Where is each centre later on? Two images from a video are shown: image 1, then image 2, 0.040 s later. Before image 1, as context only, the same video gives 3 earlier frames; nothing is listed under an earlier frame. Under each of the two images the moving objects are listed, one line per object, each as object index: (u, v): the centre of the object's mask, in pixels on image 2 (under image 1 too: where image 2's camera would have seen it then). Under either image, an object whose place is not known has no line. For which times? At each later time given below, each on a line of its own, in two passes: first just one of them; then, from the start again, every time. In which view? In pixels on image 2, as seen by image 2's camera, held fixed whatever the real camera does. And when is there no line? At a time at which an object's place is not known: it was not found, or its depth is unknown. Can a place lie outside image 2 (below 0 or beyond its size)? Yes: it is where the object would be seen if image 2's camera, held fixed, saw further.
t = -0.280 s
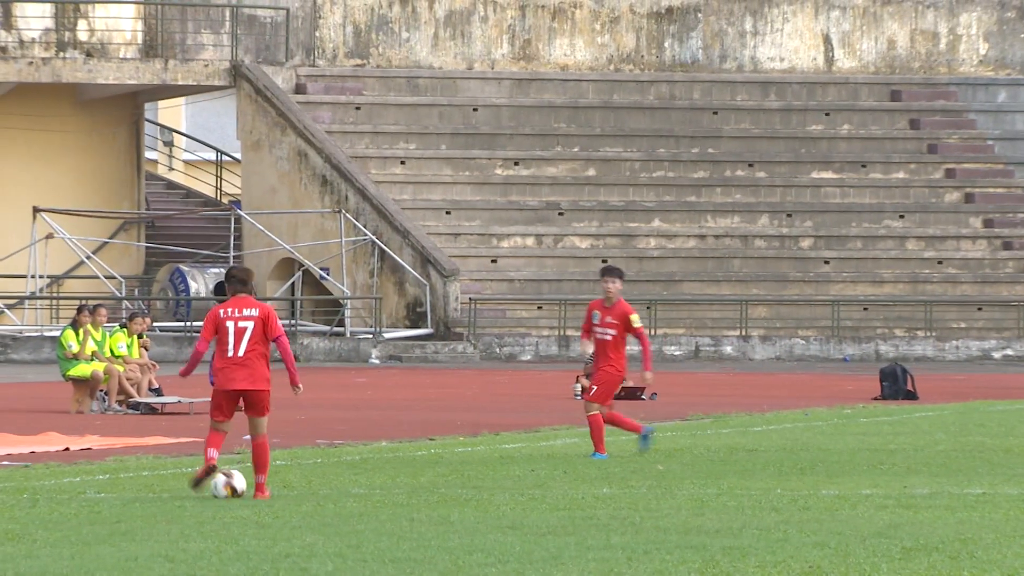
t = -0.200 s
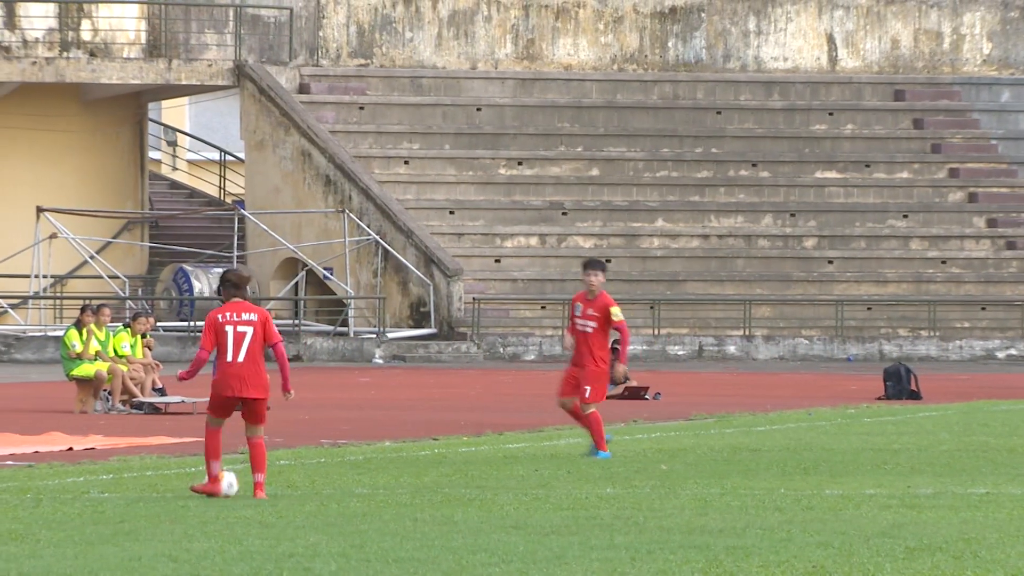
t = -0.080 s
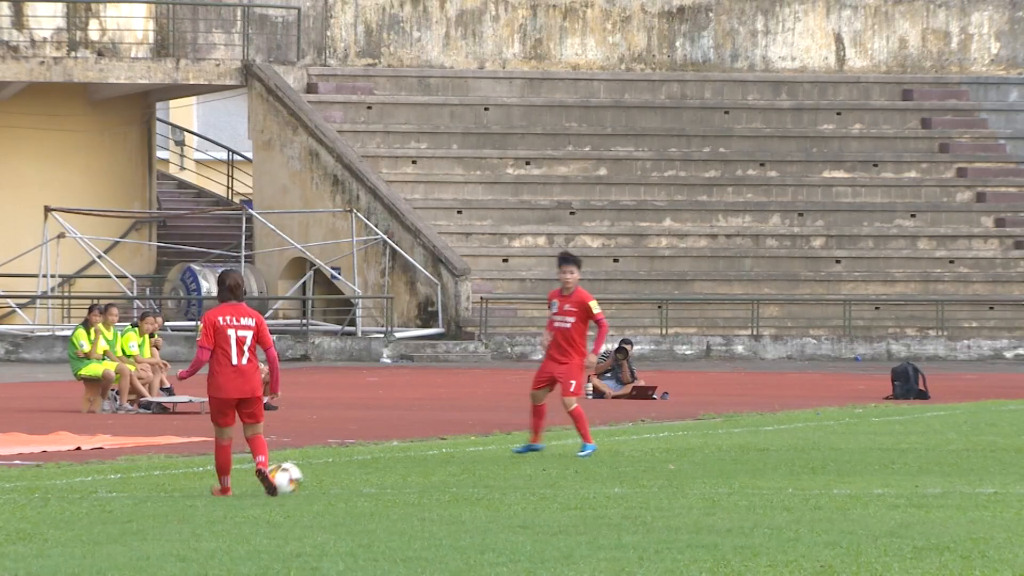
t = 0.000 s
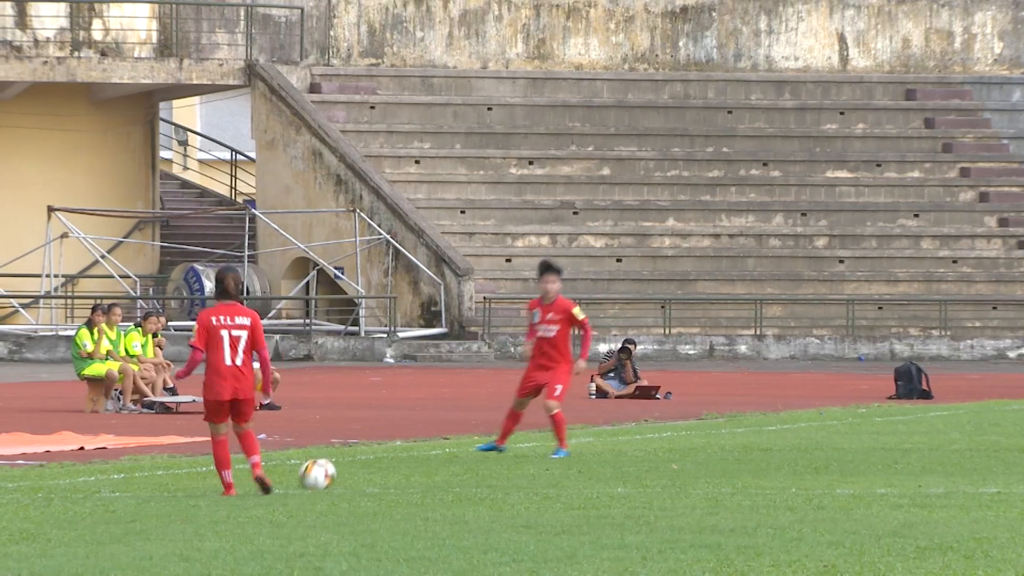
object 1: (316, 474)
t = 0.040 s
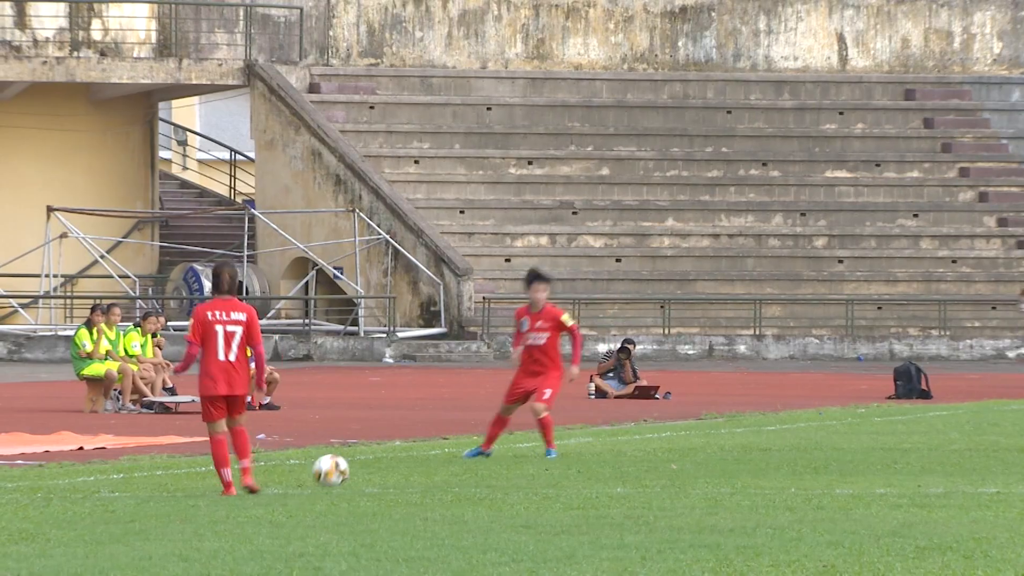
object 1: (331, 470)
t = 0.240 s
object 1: (394, 462)
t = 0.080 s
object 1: (345, 469)
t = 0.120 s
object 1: (360, 468)
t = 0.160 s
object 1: (373, 469)
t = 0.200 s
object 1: (384, 465)
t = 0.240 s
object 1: (394, 462)
